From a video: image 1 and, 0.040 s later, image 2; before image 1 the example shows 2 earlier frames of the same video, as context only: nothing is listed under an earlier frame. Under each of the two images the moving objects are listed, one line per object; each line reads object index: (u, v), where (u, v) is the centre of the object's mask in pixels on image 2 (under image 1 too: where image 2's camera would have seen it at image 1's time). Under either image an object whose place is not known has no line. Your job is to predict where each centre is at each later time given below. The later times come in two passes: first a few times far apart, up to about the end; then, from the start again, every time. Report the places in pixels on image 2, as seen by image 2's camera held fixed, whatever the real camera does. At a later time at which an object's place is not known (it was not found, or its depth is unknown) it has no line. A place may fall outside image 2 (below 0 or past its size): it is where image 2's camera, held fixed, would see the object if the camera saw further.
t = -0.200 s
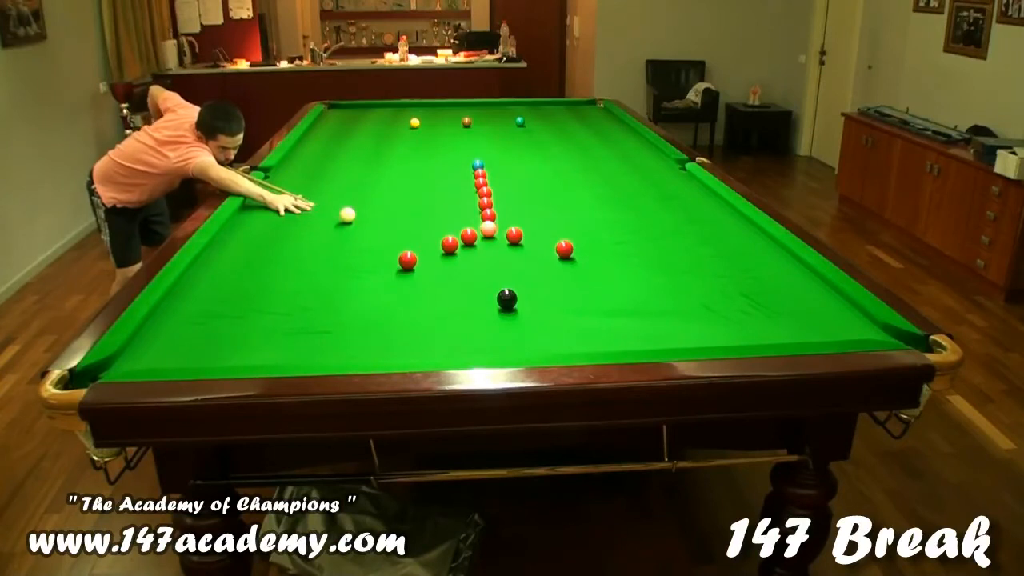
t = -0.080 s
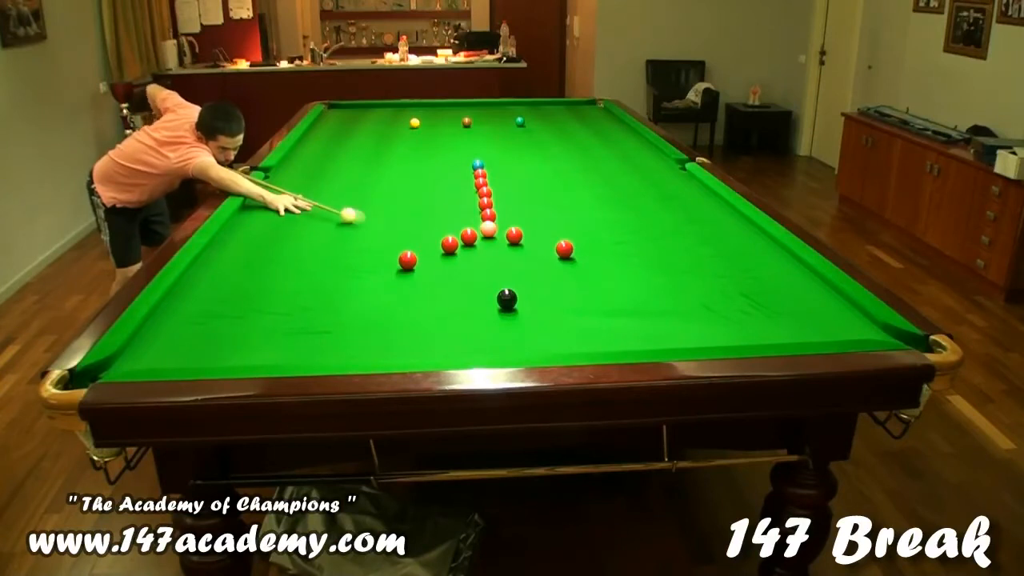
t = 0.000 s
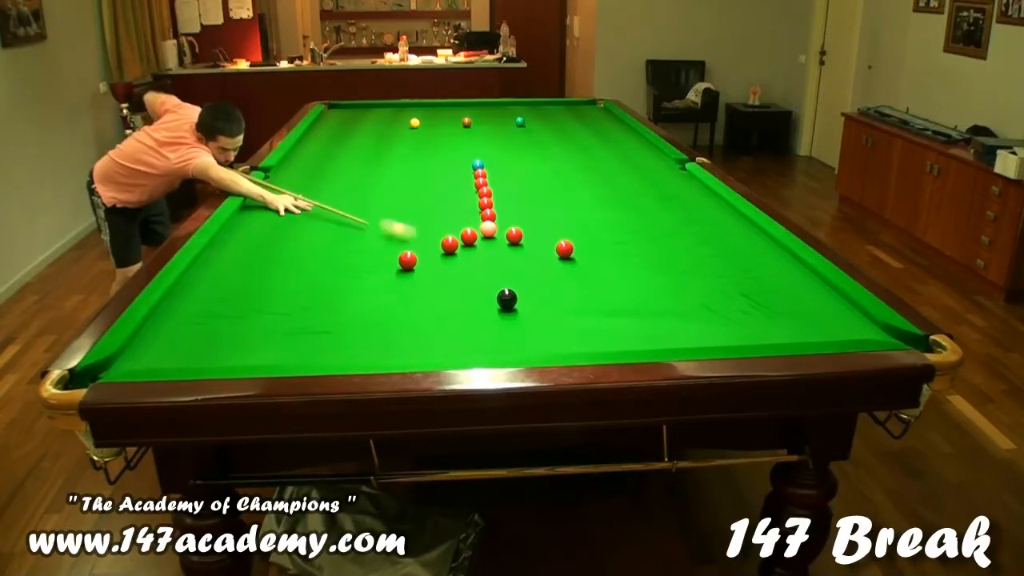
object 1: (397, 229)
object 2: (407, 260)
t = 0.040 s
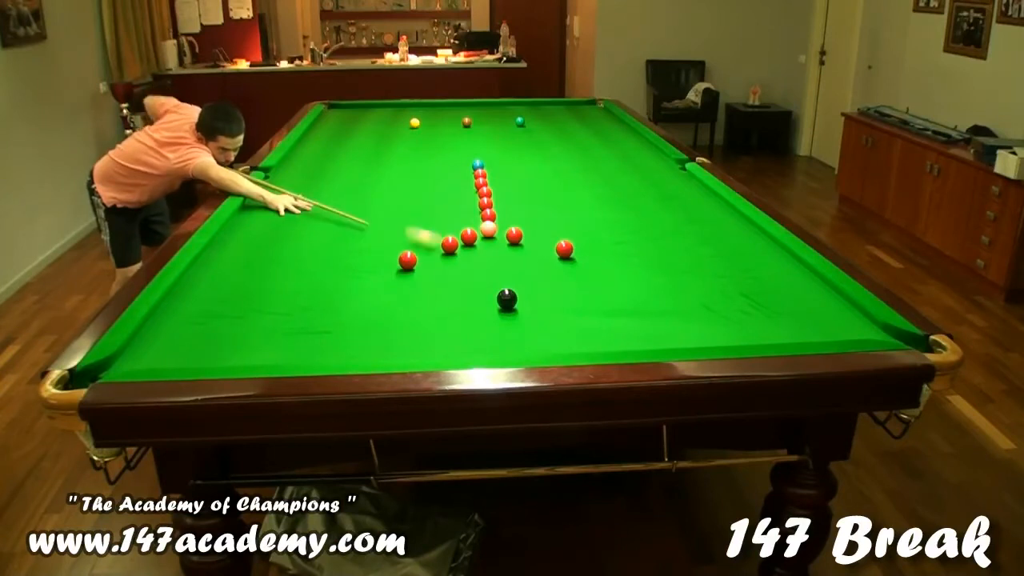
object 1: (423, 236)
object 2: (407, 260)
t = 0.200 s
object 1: (430, 247)
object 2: (407, 260)
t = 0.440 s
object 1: (422, 255)
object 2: (405, 261)
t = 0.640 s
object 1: (424, 259)
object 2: (396, 265)
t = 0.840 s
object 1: (426, 262)
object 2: (388, 267)
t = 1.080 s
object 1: (428, 265)
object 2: (379, 271)
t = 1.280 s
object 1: (430, 267)
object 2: (373, 274)
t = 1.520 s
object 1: (432, 269)
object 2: (366, 277)
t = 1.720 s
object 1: (434, 271)
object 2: (362, 278)
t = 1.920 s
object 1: (435, 272)
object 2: (358, 280)
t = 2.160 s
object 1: (435, 272)
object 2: (356, 281)
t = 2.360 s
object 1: (435, 272)
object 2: (354, 282)
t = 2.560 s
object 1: (435, 272)
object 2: (354, 282)
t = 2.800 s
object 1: (435, 272)
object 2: (354, 282)
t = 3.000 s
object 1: (435, 272)
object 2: (354, 282)
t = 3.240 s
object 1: (435, 272)
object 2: (354, 282)
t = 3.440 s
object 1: (435, 272)
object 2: (354, 282)
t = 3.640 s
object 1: (435, 272)
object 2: (354, 282)
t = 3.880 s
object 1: (435, 272)
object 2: (354, 282)
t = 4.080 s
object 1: (435, 272)
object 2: (354, 282)
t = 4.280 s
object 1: (435, 272)
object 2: (354, 282)
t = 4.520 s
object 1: (435, 272)
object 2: (354, 282)
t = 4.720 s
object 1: (435, 272)
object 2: (354, 282)
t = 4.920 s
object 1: (435, 272)
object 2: (354, 282)
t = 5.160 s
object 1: (435, 272)
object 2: (354, 282)
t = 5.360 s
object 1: (435, 272)
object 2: (354, 282)
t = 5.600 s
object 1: (435, 272)
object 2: (354, 282)
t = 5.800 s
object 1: (435, 272)
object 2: (354, 282)
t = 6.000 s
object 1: (435, 272)
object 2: (354, 282)
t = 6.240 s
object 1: (435, 272)
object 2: (354, 282)
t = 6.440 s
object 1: (435, 272)
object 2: (354, 282)
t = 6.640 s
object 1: (435, 272)
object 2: (354, 282)
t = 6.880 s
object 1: (435, 272)
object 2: (354, 282)
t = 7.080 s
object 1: (435, 272)
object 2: (354, 282)
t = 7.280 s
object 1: (435, 272)
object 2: (354, 282)
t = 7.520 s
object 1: (435, 272)
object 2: (354, 282)
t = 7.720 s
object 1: (435, 272)
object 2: (354, 282)
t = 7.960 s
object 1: (435, 272)
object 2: (354, 282)
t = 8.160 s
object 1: (435, 272)
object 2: (354, 282)
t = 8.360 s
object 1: (435, 272)
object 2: (354, 282)
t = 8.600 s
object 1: (435, 272)
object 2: (354, 282)
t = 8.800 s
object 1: (435, 272)
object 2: (354, 282)
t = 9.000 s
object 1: (435, 272)
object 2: (354, 282)
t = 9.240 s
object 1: (435, 272)
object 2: (354, 282)
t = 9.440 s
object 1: (435, 272)
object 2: (354, 282)
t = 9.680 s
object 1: (435, 272)
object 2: (354, 282)
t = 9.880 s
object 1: (435, 272)
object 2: (354, 282)
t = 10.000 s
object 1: (435, 272)
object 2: (354, 282)
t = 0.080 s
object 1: (434, 242)
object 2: (407, 260)
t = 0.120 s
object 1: (432, 244)
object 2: (407, 260)
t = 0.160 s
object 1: (431, 245)
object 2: (407, 260)
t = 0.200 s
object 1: (430, 247)
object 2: (407, 260)
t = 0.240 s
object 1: (428, 249)
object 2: (407, 260)
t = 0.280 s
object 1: (426, 250)
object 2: (407, 260)
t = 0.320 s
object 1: (425, 251)
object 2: (407, 260)
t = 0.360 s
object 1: (423, 253)
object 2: (407, 260)
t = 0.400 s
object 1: (422, 254)
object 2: (407, 260)
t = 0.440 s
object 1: (422, 255)
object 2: (405, 261)
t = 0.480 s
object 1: (422, 256)
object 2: (404, 261)
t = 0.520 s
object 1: (423, 257)
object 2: (402, 262)
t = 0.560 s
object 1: (423, 257)
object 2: (400, 263)
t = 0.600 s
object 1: (423, 258)
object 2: (398, 264)
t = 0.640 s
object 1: (424, 259)
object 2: (396, 265)
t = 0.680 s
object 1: (425, 260)
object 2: (395, 265)
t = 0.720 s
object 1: (425, 260)
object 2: (393, 265)
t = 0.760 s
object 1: (425, 260)
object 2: (391, 266)
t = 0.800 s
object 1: (426, 261)
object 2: (390, 267)
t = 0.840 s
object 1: (426, 262)
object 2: (388, 267)
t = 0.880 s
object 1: (427, 263)
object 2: (386, 268)
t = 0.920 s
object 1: (427, 263)
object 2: (385, 269)
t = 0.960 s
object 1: (428, 264)
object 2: (383, 269)
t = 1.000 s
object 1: (428, 264)
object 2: (382, 270)
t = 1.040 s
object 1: (428, 265)
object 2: (381, 270)
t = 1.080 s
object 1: (428, 265)
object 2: (379, 271)
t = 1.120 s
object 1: (429, 265)
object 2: (378, 272)
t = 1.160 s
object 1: (429, 266)
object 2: (376, 272)
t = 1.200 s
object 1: (429, 267)
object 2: (375, 273)
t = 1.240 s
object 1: (430, 267)
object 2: (374, 273)
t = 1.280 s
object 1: (430, 267)
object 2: (373, 274)
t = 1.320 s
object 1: (431, 268)
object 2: (371, 274)
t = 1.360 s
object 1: (431, 268)
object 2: (370, 275)
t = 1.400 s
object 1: (431, 269)
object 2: (369, 275)
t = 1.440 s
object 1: (432, 269)
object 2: (368, 276)
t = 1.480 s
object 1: (432, 269)
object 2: (367, 276)
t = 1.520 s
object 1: (432, 269)
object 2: (366, 277)
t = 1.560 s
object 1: (432, 270)
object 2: (365, 277)
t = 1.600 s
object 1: (433, 270)
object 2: (364, 277)
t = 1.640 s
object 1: (433, 270)
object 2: (363, 278)
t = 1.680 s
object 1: (433, 270)
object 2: (362, 278)
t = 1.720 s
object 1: (434, 271)
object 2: (362, 278)
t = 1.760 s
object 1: (434, 271)
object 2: (361, 279)
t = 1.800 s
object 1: (434, 271)
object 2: (360, 279)
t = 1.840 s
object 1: (434, 271)
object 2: (360, 280)
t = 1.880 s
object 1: (435, 271)
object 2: (359, 280)
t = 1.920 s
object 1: (435, 272)
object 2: (358, 280)
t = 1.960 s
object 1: (435, 272)
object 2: (358, 280)
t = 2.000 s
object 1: (435, 272)
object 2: (357, 281)
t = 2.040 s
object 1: (435, 272)
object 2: (357, 281)
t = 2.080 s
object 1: (435, 272)
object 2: (356, 281)
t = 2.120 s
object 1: (435, 272)
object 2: (356, 281)
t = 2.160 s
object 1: (435, 272)
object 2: (356, 281)
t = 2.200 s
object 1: (435, 272)
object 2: (355, 282)
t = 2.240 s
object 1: (435, 272)
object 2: (355, 282)
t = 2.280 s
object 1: (435, 272)
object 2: (355, 282)
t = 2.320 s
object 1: (435, 272)
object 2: (354, 282)
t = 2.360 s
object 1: (435, 272)
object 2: (354, 282)
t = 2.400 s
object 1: (435, 272)
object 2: (354, 282)
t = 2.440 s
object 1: (435, 272)
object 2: (354, 282)
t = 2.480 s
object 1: (435, 272)
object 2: (354, 282)
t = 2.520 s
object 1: (435, 272)
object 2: (354, 282)
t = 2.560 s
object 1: (435, 272)
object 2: (354, 282)
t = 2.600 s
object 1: (435, 272)
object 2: (354, 282)
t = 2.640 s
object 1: (435, 272)
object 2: (354, 282)
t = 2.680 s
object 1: (435, 272)
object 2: (354, 282)
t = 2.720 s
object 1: (435, 272)
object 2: (354, 282)
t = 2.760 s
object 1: (435, 272)
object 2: (354, 282)
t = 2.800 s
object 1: (435, 272)
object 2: (354, 282)
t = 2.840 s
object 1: (435, 272)
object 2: (354, 282)
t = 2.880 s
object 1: (435, 272)
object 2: (354, 282)
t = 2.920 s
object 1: (435, 272)
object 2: (354, 282)
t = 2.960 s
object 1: (435, 272)
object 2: (354, 282)
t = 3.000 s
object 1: (435, 272)
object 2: (354, 282)
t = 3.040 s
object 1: (435, 272)
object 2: (354, 282)
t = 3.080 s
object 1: (435, 272)
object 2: (354, 282)
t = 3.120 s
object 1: (435, 272)
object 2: (354, 282)
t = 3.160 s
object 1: (435, 272)
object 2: (354, 282)
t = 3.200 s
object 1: (435, 272)
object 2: (354, 282)
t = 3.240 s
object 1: (435, 272)
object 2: (354, 282)
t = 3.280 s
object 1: (435, 272)
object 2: (354, 282)
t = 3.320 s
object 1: (435, 272)
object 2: (354, 282)
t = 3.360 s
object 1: (435, 272)
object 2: (354, 282)
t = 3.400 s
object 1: (435, 272)
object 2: (354, 282)
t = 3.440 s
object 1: (435, 272)
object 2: (354, 282)
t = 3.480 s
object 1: (435, 272)
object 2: (354, 282)
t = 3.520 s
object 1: (435, 272)
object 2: (354, 282)
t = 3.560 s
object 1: (435, 272)
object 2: (354, 282)
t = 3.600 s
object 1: (435, 272)
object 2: (354, 282)
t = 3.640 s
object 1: (435, 272)
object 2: (354, 282)
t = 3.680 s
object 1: (435, 272)
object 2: (354, 282)
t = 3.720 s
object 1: (435, 272)
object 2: (354, 282)
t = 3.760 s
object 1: (435, 272)
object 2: (354, 282)
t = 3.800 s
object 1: (435, 272)
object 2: (354, 282)
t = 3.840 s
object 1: (435, 272)
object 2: (354, 282)
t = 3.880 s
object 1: (435, 272)
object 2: (354, 282)
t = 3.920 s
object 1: (435, 272)
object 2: (354, 282)
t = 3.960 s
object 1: (435, 272)
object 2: (354, 282)
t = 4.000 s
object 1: (435, 272)
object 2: (354, 282)
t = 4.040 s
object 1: (435, 272)
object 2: (354, 282)
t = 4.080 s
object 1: (435, 272)
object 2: (354, 282)
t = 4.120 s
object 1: (435, 272)
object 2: (354, 282)
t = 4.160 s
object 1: (435, 272)
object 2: (354, 282)
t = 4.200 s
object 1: (435, 272)
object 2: (354, 282)
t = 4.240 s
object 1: (435, 272)
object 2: (354, 282)
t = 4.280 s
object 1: (435, 272)
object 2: (354, 282)
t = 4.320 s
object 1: (435, 272)
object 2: (354, 282)
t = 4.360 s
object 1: (435, 272)
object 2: (354, 282)
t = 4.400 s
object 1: (435, 272)
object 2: (354, 282)
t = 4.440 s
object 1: (435, 272)
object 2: (354, 282)
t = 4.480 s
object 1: (435, 272)
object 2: (354, 282)
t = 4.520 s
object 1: (435, 272)
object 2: (354, 282)
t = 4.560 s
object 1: (435, 272)
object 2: (354, 282)
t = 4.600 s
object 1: (435, 272)
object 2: (354, 282)
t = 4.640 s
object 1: (435, 272)
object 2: (354, 282)
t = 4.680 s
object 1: (435, 272)
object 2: (354, 282)
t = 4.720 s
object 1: (435, 272)
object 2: (354, 282)
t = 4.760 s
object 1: (435, 272)
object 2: (354, 282)
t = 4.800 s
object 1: (435, 272)
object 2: (354, 282)
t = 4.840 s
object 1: (435, 272)
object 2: (354, 282)
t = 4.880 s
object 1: (435, 272)
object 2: (354, 282)
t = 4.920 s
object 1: (435, 272)
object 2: (354, 282)
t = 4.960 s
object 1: (435, 272)
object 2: (354, 282)
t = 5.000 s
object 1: (435, 272)
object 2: (354, 282)
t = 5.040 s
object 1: (435, 272)
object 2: (354, 282)
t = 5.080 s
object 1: (435, 272)
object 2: (354, 282)
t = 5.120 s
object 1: (435, 272)
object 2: (354, 282)
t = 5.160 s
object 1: (435, 272)
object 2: (354, 282)
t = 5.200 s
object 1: (435, 272)
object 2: (354, 282)
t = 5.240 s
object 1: (435, 272)
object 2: (354, 282)
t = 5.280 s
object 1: (435, 272)
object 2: (354, 282)
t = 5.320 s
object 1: (435, 272)
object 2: (354, 282)
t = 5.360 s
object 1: (435, 272)
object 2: (354, 282)
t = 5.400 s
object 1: (435, 272)
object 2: (354, 282)
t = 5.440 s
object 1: (435, 272)
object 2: (354, 282)
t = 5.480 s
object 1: (435, 272)
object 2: (354, 282)
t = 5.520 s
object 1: (435, 272)
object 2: (354, 282)
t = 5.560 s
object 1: (435, 272)
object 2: (354, 282)
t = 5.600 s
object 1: (435, 272)
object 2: (354, 282)
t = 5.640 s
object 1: (435, 272)
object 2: (354, 282)
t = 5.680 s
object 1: (435, 272)
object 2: (354, 282)
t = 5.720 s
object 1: (435, 272)
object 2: (354, 282)
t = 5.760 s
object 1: (435, 272)
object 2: (354, 282)
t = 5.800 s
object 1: (435, 272)
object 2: (354, 282)
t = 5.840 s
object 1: (435, 272)
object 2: (354, 282)
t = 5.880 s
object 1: (435, 272)
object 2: (354, 282)
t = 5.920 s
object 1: (435, 272)
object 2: (354, 282)
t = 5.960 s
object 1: (435, 272)
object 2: (354, 282)
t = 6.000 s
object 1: (435, 272)
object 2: (354, 282)
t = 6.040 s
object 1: (435, 272)
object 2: (354, 282)
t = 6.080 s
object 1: (435, 272)
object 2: (354, 282)
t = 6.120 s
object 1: (435, 272)
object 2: (354, 282)
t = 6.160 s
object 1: (435, 272)
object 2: (354, 282)
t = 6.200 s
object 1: (435, 272)
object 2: (354, 282)
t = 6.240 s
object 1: (435, 272)
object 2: (354, 282)
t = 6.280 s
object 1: (435, 272)
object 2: (354, 282)
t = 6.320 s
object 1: (435, 272)
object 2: (354, 282)
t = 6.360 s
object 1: (435, 272)
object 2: (354, 282)
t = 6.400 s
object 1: (435, 272)
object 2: (354, 282)
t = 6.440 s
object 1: (435, 272)
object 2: (354, 282)
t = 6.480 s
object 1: (435, 272)
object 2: (354, 282)
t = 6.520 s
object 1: (435, 272)
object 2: (354, 282)
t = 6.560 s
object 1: (435, 272)
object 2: (354, 282)
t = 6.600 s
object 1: (435, 272)
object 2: (354, 282)
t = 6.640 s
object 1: (435, 272)
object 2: (354, 282)
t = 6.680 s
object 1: (435, 272)
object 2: (354, 282)
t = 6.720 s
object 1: (435, 272)
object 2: (354, 282)
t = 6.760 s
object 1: (435, 272)
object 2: (354, 282)
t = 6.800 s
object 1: (435, 272)
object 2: (354, 282)
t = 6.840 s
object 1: (435, 272)
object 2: (354, 282)
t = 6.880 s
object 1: (435, 272)
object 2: (354, 282)
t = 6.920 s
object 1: (435, 272)
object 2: (354, 282)
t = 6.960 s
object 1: (435, 272)
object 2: (354, 282)
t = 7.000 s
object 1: (435, 272)
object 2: (354, 282)
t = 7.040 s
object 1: (435, 272)
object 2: (354, 282)
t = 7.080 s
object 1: (435, 272)
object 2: (354, 282)
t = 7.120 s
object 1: (435, 272)
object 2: (354, 282)
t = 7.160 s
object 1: (435, 272)
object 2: (354, 282)
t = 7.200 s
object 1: (435, 272)
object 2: (354, 282)
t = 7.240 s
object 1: (435, 272)
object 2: (354, 282)
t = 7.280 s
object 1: (435, 272)
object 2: (354, 282)
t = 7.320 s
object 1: (435, 272)
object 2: (354, 282)
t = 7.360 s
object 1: (435, 272)
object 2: (354, 282)
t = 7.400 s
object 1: (435, 272)
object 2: (354, 282)
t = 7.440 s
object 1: (435, 272)
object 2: (354, 282)
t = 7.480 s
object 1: (435, 272)
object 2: (354, 282)
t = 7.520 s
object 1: (435, 272)
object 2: (354, 282)
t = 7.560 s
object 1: (435, 272)
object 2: (354, 282)
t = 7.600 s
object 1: (435, 272)
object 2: (354, 282)
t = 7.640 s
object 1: (435, 272)
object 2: (354, 282)
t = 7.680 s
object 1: (435, 272)
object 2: (354, 282)
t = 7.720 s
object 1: (435, 272)
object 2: (354, 282)
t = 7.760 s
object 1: (435, 272)
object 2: (354, 282)
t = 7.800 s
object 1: (435, 272)
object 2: (354, 282)
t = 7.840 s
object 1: (435, 272)
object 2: (354, 282)
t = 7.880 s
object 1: (435, 272)
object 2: (354, 282)
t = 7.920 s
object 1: (435, 272)
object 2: (354, 282)
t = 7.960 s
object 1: (435, 272)
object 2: (354, 282)
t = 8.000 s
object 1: (435, 272)
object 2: (354, 282)
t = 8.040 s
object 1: (435, 272)
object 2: (354, 282)
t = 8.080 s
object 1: (435, 272)
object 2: (354, 282)
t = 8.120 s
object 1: (435, 272)
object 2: (354, 282)
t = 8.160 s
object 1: (435, 272)
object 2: (354, 282)
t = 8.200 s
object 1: (435, 272)
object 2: (354, 282)
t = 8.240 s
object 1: (435, 272)
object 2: (354, 282)
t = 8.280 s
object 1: (435, 272)
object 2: (354, 282)
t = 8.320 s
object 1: (435, 272)
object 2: (354, 282)
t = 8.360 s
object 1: (435, 272)
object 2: (354, 282)
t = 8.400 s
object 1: (435, 272)
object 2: (354, 282)
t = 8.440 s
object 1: (435, 272)
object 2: (354, 282)
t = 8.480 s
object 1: (435, 272)
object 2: (354, 282)
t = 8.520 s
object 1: (435, 272)
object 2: (354, 282)
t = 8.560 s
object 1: (435, 272)
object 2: (354, 282)
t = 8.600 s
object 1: (435, 272)
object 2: (354, 282)
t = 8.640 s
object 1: (435, 272)
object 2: (354, 282)
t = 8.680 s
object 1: (435, 272)
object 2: (354, 282)
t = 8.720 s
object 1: (435, 272)
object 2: (354, 282)
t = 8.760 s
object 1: (435, 272)
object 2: (354, 282)
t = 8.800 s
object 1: (435, 272)
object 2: (354, 282)
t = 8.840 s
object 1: (435, 272)
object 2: (354, 282)
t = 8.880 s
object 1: (435, 272)
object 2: (354, 282)
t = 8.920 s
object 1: (435, 272)
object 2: (354, 282)
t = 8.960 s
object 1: (435, 272)
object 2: (354, 282)
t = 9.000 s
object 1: (435, 272)
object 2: (354, 282)
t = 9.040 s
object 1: (435, 272)
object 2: (354, 282)
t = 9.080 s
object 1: (435, 272)
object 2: (354, 282)
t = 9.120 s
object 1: (435, 272)
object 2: (354, 282)
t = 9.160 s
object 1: (435, 272)
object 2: (354, 282)
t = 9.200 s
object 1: (435, 272)
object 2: (354, 282)
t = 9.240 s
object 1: (435, 272)
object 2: (354, 282)
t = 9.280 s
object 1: (435, 272)
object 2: (354, 282)
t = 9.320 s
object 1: (435, 272)
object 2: (354, 282)
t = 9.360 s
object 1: (435, 272)
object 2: (354, 282)
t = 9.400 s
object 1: (435, 272)
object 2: (354, 282)
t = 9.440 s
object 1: (435, 272)
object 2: (354, 282)
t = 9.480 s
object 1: (435, 272)
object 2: (354, 282)
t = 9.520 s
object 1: (435, 272)
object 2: (354, 282)
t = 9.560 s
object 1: (435, 272)
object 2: (354, 282)
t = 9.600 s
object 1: (435, 272)
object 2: (354, 282)
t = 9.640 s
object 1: (435, 272)
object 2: (354, 282)
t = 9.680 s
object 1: (435, 272)
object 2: (354, 282)
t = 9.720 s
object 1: (435, 272)
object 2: (354, 282)
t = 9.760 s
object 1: (435, 272)
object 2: (354, 282)
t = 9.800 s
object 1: (435, 272)
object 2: (354, 282)
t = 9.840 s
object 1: (435, 272)
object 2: (354, 282)
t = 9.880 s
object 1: (435, 272)
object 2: (354, 282)
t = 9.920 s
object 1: (435, 272)
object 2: (354, 282)
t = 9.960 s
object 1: (435, 272)
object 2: (354, 282)
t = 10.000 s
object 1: (435, 272)
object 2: (354, 282)
